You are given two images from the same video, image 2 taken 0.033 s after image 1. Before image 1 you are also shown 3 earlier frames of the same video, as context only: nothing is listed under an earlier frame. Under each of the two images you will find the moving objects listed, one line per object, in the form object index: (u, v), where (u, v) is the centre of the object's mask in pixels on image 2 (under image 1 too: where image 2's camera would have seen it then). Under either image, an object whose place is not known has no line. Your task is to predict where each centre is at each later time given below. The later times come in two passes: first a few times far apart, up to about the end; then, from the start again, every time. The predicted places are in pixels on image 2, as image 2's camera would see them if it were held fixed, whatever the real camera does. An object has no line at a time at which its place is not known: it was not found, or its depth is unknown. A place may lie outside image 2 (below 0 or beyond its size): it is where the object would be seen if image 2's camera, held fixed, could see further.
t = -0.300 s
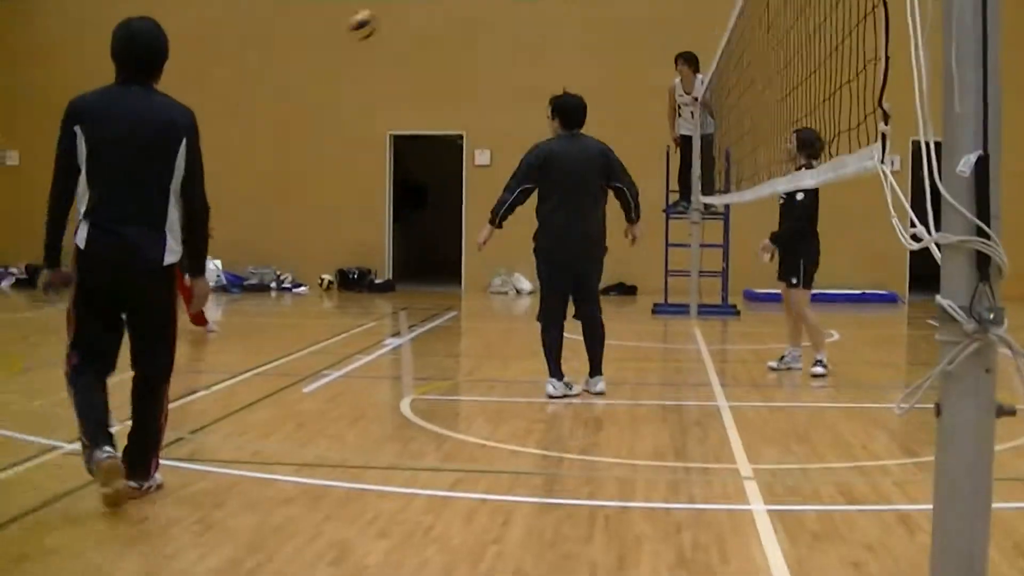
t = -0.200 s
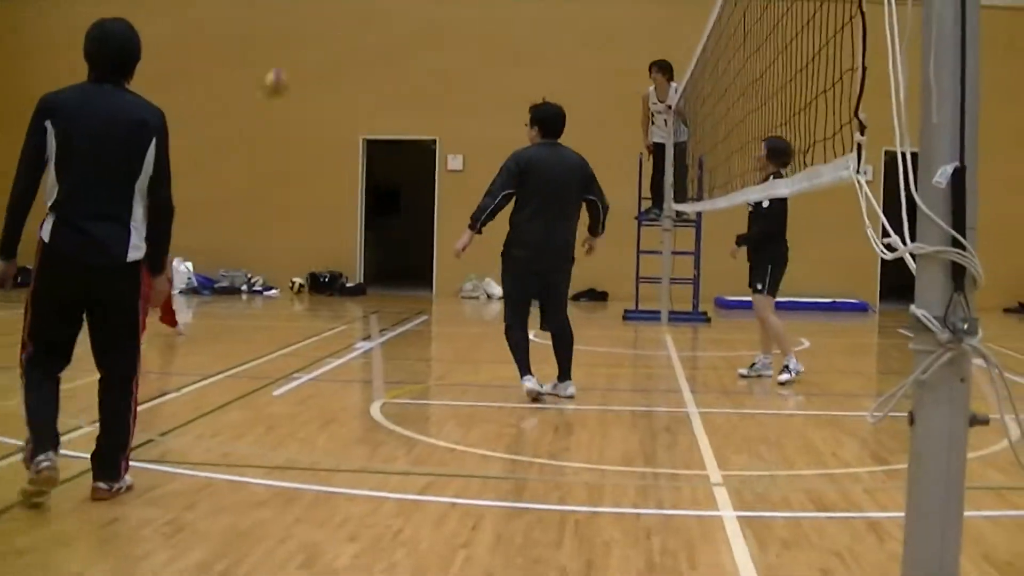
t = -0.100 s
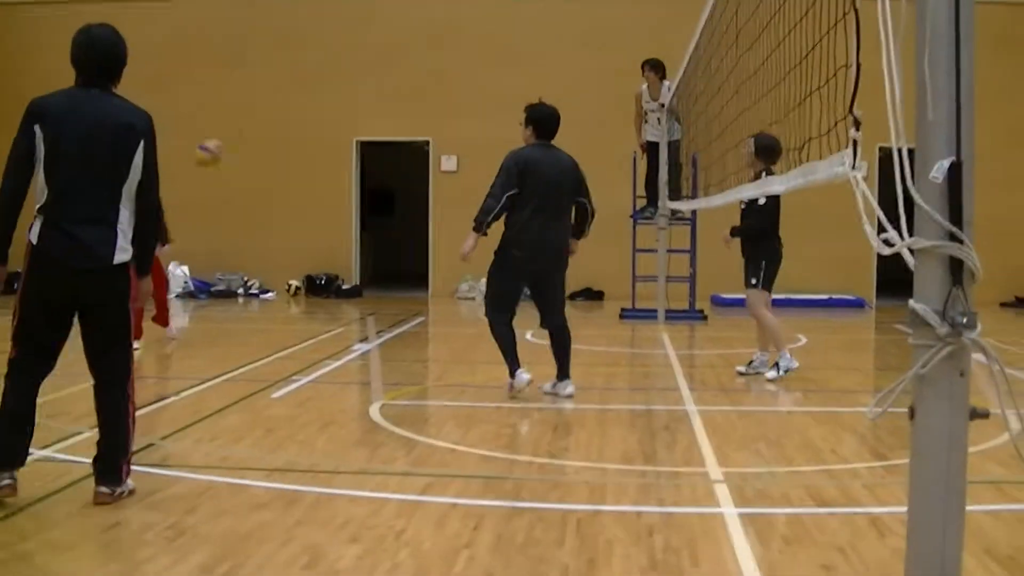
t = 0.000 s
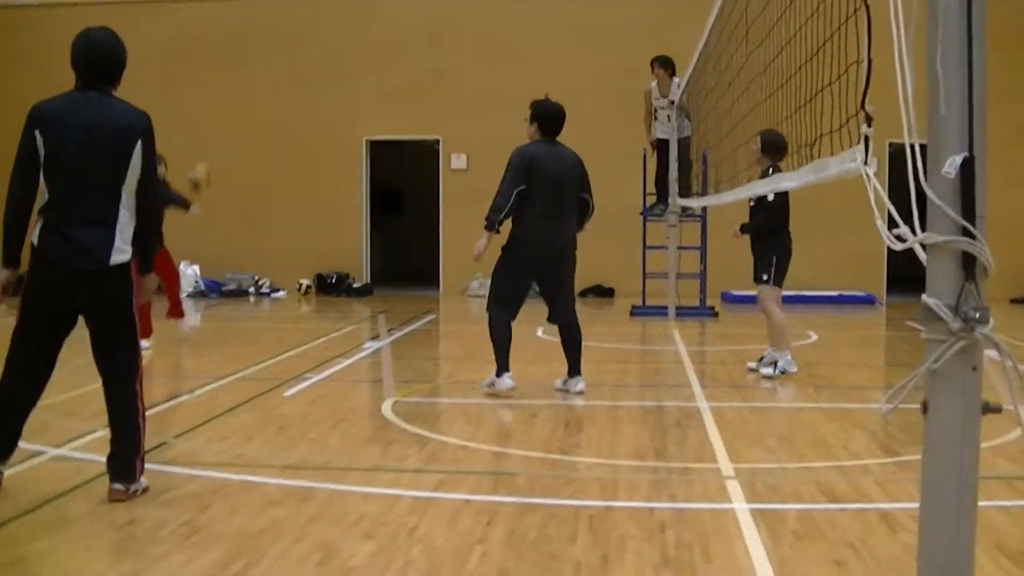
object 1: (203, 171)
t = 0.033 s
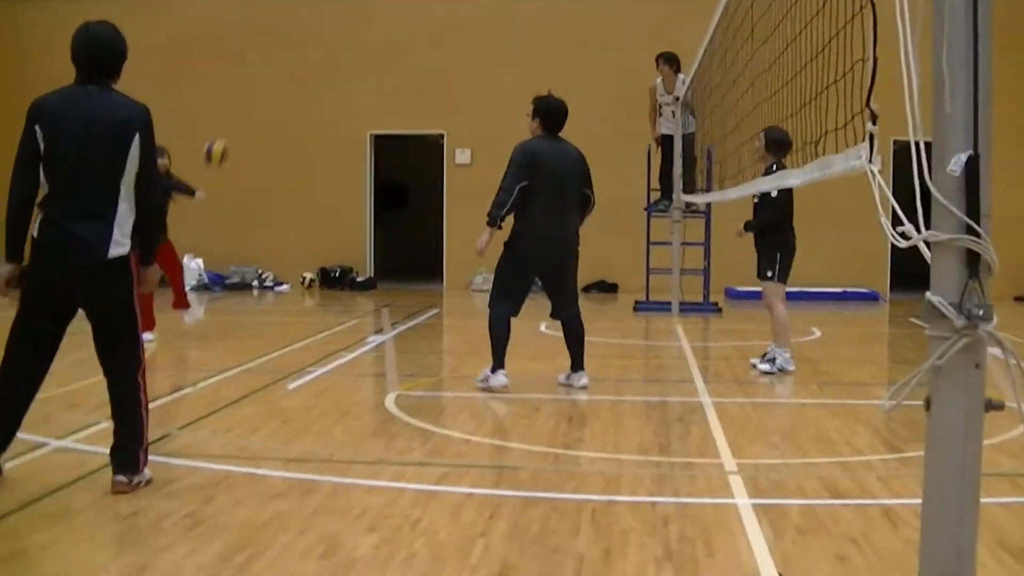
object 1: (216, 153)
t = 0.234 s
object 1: (307, 62)
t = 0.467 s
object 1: (412, 17)
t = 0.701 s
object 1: (528, 39)
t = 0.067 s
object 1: (228, 135)
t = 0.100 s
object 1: (242, 117)
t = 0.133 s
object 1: (258, 102)
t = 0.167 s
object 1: (274, 86)
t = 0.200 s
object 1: (291, 74)
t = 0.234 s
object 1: (307, 62)
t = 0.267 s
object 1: (322, 51)
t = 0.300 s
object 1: (337, 42)
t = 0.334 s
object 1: (350, 34)
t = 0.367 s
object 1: (367, 27)
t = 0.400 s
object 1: (382, 21)
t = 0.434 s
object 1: (397, 17)
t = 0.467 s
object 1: (412, 17)
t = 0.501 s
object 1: (428, 16)
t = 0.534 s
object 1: (445, 17)
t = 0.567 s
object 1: (461, 18)
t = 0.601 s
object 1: (479, 20)
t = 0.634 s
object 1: (495, 25)
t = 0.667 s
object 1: (511, 31)
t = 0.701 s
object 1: (528, 39)
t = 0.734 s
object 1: (545, 49)
